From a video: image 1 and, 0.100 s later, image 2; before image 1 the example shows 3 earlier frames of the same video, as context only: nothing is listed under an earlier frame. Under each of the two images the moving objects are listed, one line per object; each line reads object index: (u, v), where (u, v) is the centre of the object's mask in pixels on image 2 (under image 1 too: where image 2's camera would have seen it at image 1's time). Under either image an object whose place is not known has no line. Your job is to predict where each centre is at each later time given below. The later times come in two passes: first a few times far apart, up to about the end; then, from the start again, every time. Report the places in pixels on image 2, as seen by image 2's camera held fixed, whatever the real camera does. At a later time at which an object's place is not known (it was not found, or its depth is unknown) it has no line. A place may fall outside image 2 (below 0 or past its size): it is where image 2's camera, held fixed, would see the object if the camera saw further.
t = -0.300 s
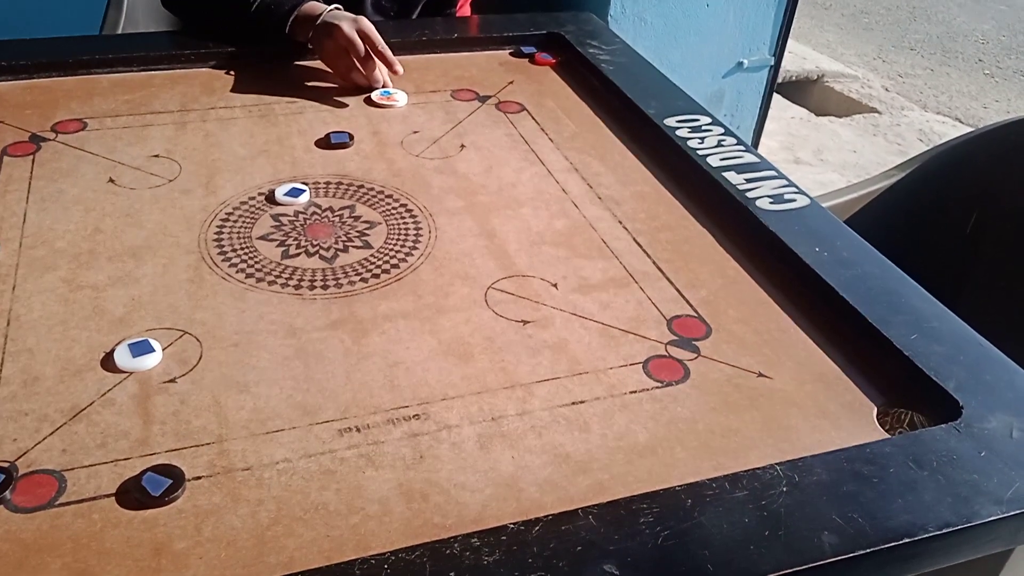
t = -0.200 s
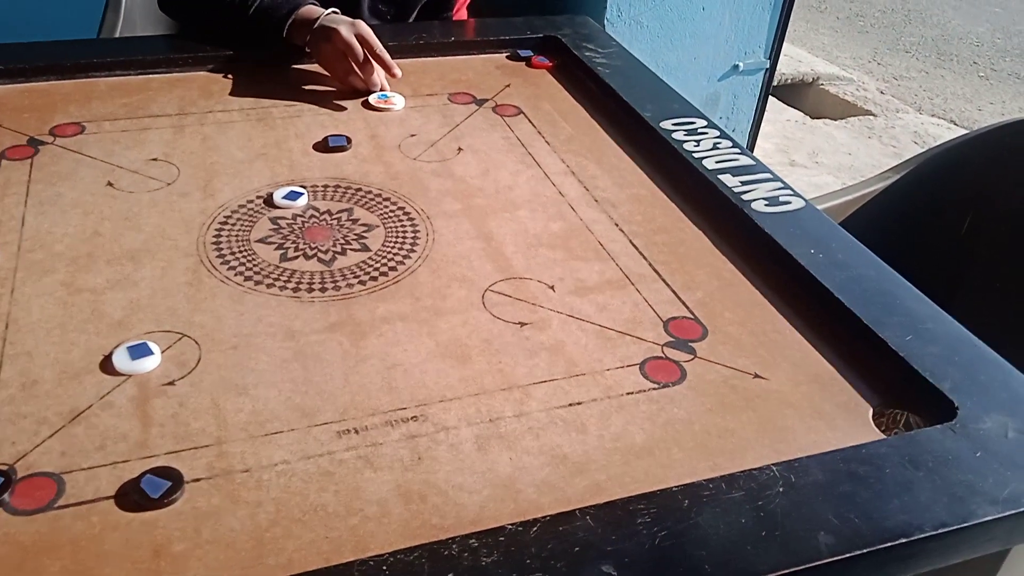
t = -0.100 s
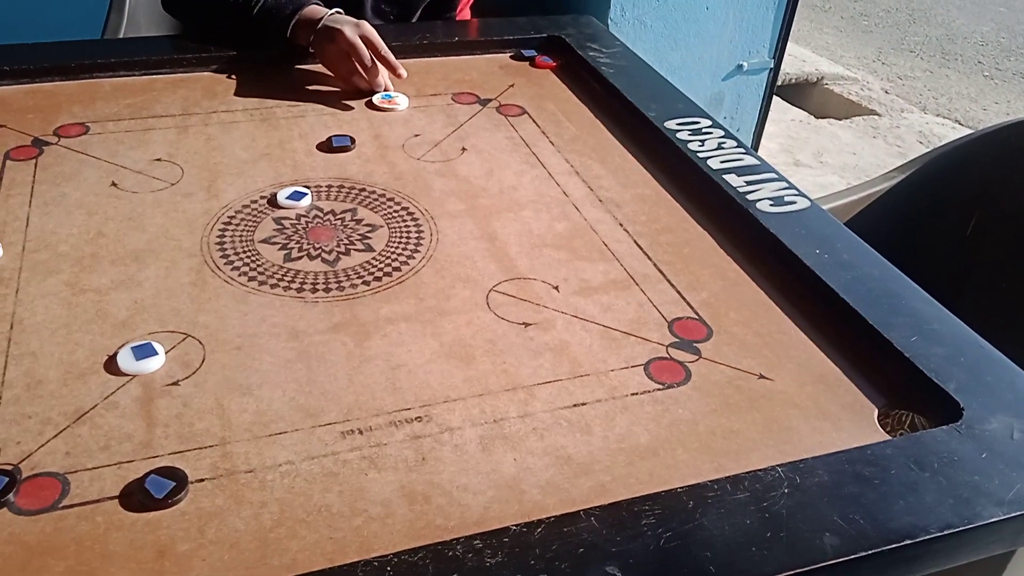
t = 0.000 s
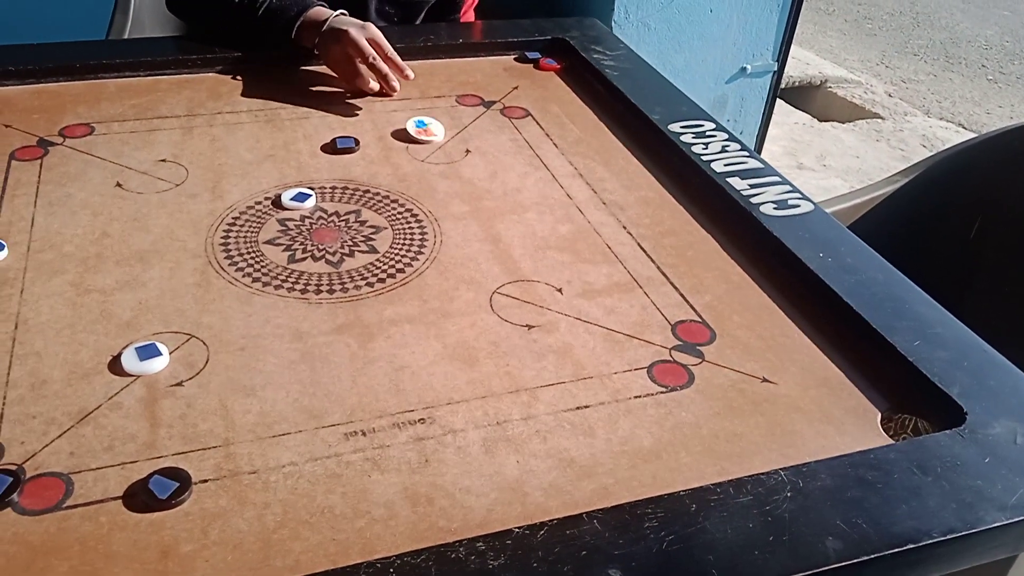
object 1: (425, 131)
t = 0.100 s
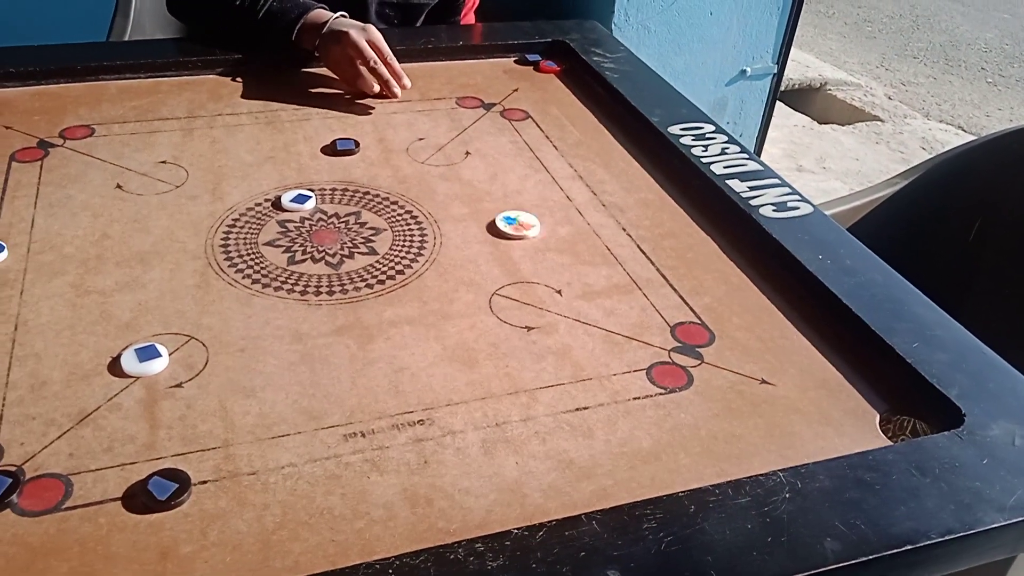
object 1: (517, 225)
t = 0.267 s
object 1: (759, 452)
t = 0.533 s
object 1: (610, 205)
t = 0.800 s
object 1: (529, 72)
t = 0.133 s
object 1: (554, 260)
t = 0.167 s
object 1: (596, 300)
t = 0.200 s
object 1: (644, 345)
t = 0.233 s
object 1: (698, 396)
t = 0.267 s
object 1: (759, 452)
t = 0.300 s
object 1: (746, 423)
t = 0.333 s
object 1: (720, 382)
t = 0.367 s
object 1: (697, 345)
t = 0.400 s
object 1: (676, 312)
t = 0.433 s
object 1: (657, 281)
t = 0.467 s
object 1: (640, 254)
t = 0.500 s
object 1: (624, 228)
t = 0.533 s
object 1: (610, 205)
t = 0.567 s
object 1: (597, 184)
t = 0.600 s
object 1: (585, 164)
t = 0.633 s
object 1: (574, 146)
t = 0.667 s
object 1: (563, 129)
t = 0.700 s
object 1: (554, 113)
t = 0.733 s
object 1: (545, 99)
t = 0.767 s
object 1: (537, 84)
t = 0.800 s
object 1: (529, 72)
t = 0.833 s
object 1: (515, 68)
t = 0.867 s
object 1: (500, 69)
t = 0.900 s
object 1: (484, 69)
